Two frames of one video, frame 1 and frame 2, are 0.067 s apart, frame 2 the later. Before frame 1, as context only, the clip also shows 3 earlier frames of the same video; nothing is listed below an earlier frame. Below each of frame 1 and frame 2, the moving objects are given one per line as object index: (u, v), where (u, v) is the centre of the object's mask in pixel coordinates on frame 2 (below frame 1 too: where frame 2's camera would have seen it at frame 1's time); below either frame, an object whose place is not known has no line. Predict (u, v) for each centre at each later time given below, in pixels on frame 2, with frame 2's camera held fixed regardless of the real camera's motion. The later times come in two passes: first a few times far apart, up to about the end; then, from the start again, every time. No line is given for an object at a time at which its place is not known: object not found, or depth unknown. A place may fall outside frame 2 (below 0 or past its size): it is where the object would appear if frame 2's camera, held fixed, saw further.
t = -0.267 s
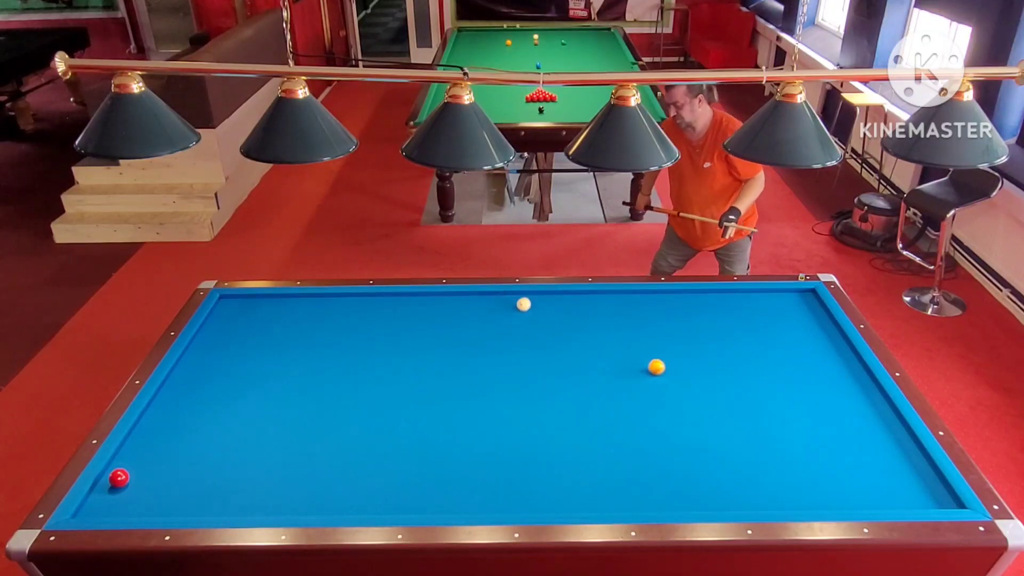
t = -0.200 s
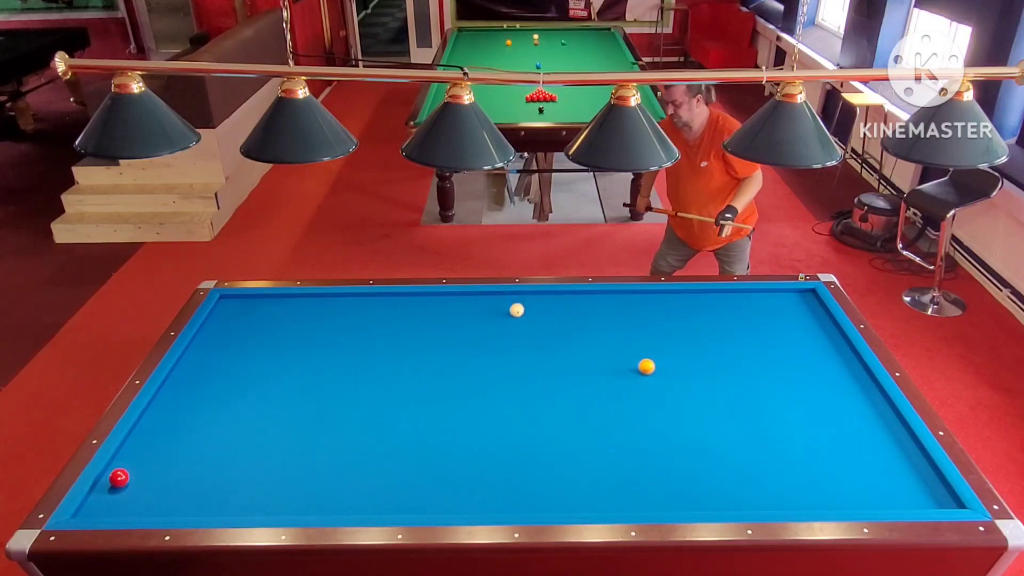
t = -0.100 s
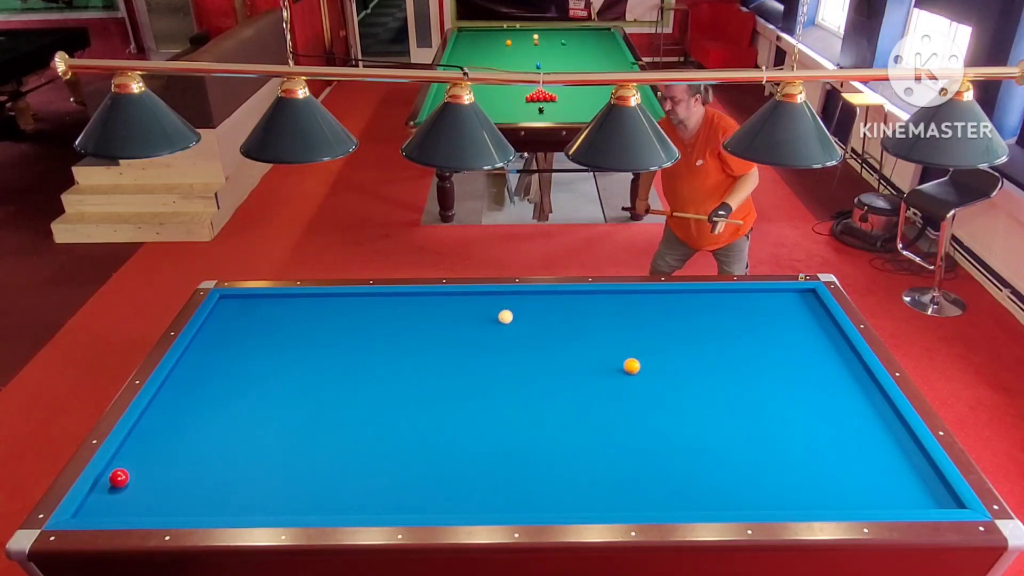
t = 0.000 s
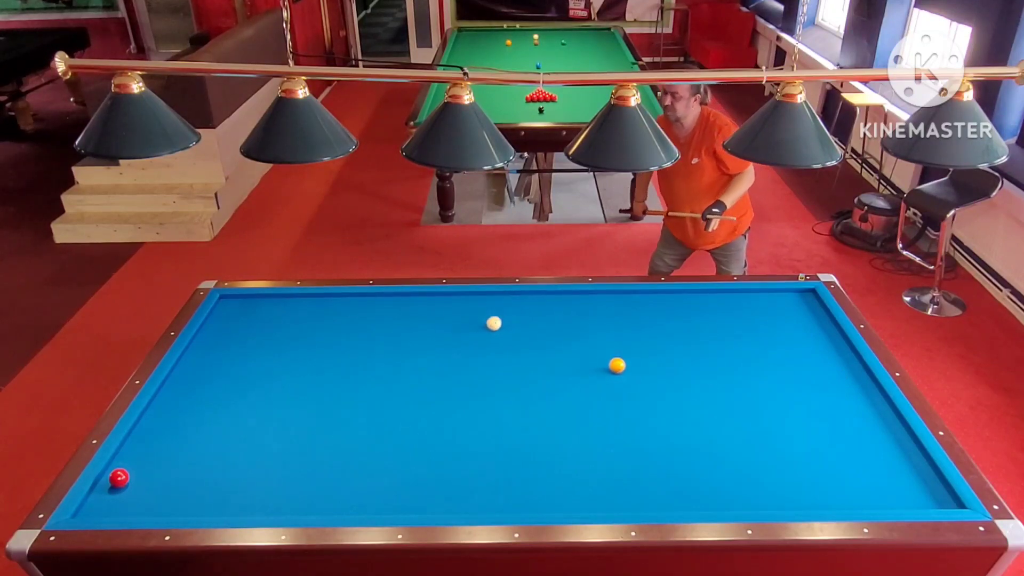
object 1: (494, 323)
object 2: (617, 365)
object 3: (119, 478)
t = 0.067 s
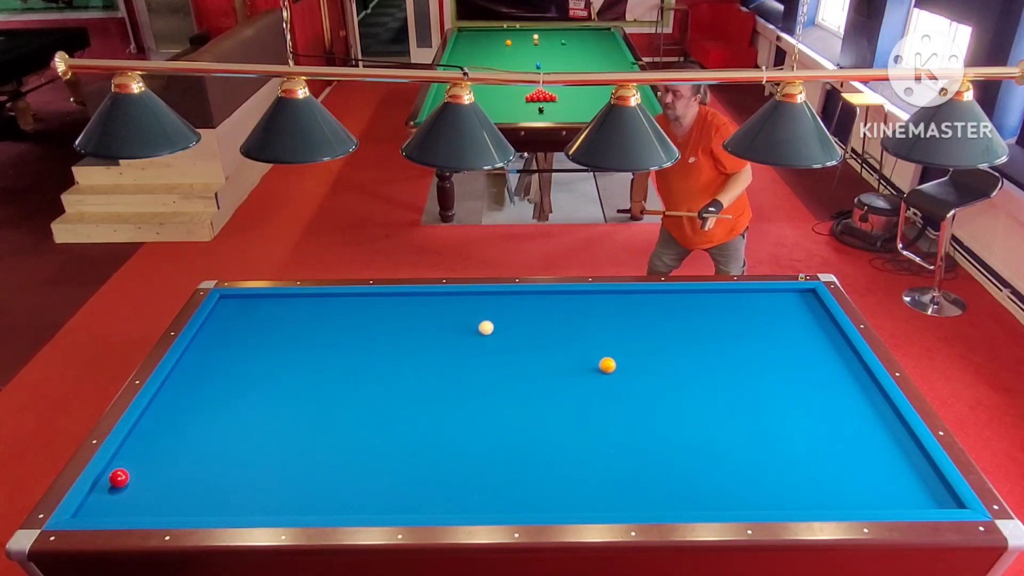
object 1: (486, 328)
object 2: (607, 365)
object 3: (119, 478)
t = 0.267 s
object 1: (461, 341)
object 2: (579, 364)
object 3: (119, 478)
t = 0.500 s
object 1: (432, 358)
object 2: (546, 363)
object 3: (119, 478)
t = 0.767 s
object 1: (396, 378)
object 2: (509, 362)
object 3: (119, 478)
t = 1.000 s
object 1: (364, 396)
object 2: (479, 360)
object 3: (119, 478)
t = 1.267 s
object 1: (324, 418)
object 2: (445, 359)
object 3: (119, 478)
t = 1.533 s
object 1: (282, 442)
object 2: (411, 358)
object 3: (119, 478)
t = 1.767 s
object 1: (243, 464)
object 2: (383, 357)
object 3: (119, 478)
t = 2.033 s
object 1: (196, 490)
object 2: (352, 356)
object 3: (119, 478)
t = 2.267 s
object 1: (154, 511)
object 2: (325, 355)
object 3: (119, 478)
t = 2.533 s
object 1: (134, 497)
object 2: (295, 354)
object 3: (119, 478)
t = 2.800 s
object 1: (120, 488)
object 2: (267, 353)
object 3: (116, 472)
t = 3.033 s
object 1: (112, 487)
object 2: (242, 353)
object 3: (116, 466)
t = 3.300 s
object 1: (103, 486)
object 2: (215, 352)
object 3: (127, 459)
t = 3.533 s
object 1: (102, 485)
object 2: (192, 351)
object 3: (135, 454)
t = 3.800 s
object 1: (108, 482)
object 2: (203, 350)
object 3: (144, 449)
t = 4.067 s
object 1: (114, 478)
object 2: (218, 350)
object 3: (152, 444)
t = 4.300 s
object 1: (117, 477)
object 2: (231, 349)
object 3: (158, 441)
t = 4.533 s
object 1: (120, 475)
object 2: (242, 348)
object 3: (163, 437)
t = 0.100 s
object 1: (482, 330)
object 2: (602, 365)
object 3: (119, 478)
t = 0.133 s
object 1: (478, 332)
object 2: (598, 365)
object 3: (119, 478)
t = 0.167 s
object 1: (474, 334)
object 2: (593, 365)
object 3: (119, 478)
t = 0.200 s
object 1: (470, 337)
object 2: (588, 364)
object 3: (119, 478)
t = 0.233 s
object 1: (466, 339)
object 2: (583, 364)
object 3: (119, 478)
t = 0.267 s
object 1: (461, 341)
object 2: (579, 364)
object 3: (119, 478)
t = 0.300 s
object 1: (457, 344)
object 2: (574, 364)
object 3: (119, 478)
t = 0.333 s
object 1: (453, 346)
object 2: (569, 364)
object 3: (119, 478)
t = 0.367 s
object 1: (449, 348)
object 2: (564, 364)
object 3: (119, 478)
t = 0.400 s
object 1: (445, 351)
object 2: (560, 363)
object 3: (119, 478)
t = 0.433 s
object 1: (441, 353)
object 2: (555, 363)
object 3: (119, 478)
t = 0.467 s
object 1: (436, 355)
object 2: (551, 363)
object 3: (119, 478)
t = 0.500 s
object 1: (432, 358)
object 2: (546, 363)
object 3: (119, 478)
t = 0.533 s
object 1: (428, 360)
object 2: (541, 363)
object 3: (119, 478)
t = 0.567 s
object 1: (423, 363)
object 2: (537, 363)
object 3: (119, 478)
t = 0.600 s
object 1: (419, 365)
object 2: (532, 362)
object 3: (119, 478)
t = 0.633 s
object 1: (414, 368)
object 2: (528, 362)
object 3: (119, 478)
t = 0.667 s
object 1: (410, 370)
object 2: (523, 362)
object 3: (119, 478)
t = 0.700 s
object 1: (405, 373)
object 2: (519, 362)
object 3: (119, 478)
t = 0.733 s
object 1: (401, 376)
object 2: (514, 362)
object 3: (119, 478)
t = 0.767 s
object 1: (396, 378)
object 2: (509, 362)
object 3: (119, 478)
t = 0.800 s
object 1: (392, 380)
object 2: (505, 361)
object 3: (119, 478)
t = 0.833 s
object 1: (387, 383)
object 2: (501, 361)
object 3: (119, 478)
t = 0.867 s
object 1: (382, 386)
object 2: (496, 361)
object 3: (119, 478)
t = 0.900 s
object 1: (378, 388)
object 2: (492, 361)
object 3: (119, 478)
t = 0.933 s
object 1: (373, 391)
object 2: (487, 361)
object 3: (119, 478)
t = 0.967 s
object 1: (369, 394)
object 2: (483, 361)
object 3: (119, 478)
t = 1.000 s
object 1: (364, 396)
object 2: (479, 360)
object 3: (119, 478)
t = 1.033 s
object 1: (359, 399)
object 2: (474, 360)
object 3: (119, 478)
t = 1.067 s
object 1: (354, 402)
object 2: (470, 360)
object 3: (119, 478)
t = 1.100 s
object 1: (349, 404)
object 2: (466, 360)
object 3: (119, 478)
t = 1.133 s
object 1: (344, 407)
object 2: (461, 360)
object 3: (119, 478)
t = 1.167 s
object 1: (339, 410)
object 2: (457, 360)
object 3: (119, 478)
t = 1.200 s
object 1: (334, 413)
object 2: (453, 359)
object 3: (119, 478)
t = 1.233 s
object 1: (329, 416)
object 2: (449, 359)
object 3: (119, 478)
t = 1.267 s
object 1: (324, 418)
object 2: (445, 359)
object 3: (119, 478)
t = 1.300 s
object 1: (319, 421)
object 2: (440, 359)
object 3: (119, 478)
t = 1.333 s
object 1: (314, 424)
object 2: (436, 359)
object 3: (119, 478)
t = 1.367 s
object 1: (309, 427)
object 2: (432, 359)
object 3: (119, 478)
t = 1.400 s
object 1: (304, 430)
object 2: (428, 359)
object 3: (119, 478)
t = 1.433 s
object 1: (298, 433)
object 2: (423, 359)
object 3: (119, 478)
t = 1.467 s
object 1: (293, 436)
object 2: (419, 358)
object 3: (119, 478)
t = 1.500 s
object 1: (288, 439)
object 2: (415, 358)
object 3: (119, 478)
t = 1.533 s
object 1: (282, 442)
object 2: (411, 358)
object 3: (119, 478)
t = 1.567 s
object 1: (277, 445)
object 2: (407, 358)
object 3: (119, 478)
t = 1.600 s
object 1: (271, 448)
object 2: (403, 358)
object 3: (119, 478)
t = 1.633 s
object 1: (266, 451)
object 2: (399, 358)
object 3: (119, 478)
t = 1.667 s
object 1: (260, 455)
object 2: (395, 358)
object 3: (119, 478)
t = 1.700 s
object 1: (255, 458)
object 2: (391, 358)
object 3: (119, 478)
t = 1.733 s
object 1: (249, 461)
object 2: (387, 357)
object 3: (119, 478)
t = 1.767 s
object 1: (243, 464)
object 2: (383, 357)
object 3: (119, 478)
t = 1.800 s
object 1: (238, 467)
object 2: (379, 357)
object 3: (119, 478)
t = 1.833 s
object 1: (232, 470)
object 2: (375, 357)
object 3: (119, 478)
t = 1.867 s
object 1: (226, 473)
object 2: (371, 357)
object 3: (119, 478)
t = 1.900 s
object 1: (220, 477)
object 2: (367, 357)
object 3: (119, 478)
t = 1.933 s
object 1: (214, 480)
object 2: (363, 357)
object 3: (119, 478)
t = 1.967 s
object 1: (208, 483)
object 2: (359, 356)
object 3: (119, 478)
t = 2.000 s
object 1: (202, 487)
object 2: (356, 356)
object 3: (119, 478)
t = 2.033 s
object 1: (196, 490)
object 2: (352, 356)
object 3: (119, 478)
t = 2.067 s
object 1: (190, 494)
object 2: (348, 356)
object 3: (119, 478)
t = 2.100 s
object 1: (184, 497)
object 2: (344, 356)
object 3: (119, 478)
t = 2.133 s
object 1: (178, 500)
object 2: (340, 356)
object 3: (119, 478)
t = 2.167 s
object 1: (172, 504)
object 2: (337, 356)
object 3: (119, 478)
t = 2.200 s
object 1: (165, 507)
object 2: (333, 356)
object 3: (119, 478)
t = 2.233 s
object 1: (159, 509)
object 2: (329, 355)
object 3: (119, 478)
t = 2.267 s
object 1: (154, 511)
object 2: (325, 355)
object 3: (119, 478)
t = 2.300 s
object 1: (152, 509)
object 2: (321, 355)
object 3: (119, 478)
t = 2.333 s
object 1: (149, 508)
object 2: (318, 355)
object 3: (119, 478)
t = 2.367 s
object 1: (146, 506)
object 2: (314, 355)
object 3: (119, 478)
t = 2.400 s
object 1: (144, 504)
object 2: (310, 355)
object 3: (119, 478)
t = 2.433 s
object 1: (141, 502)
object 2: (306, 355)
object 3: (119, 478)
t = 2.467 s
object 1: (139, 501)
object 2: (303, 355)
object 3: (119, 478)
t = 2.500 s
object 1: (137, 499)
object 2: (299, 355)
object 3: (119, 478)
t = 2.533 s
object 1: (134, 497)
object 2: (295, 354)
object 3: (119, 478)
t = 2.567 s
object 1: (132, 495)
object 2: (292, 354)
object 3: (119, 478)
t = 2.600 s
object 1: (130, 494)
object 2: (288, 354)
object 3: (119, 478)
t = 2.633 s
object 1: (127, 492)
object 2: (285, 354)
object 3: (118, 477)
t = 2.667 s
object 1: (125, 490)
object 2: (281, 354)
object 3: (118, 476)
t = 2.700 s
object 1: (123, 488)
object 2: (278, 354)
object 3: (118, 475)
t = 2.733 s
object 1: (122, 489)
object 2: (274, 354)
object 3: (117, 474)
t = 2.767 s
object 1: (121, 489)
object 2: (270, 354)
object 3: (116, 473)
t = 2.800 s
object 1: (120, 488)
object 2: (267, 353)
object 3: (116, 472)
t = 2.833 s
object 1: (118, 488)
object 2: (263, 353)
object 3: (114, 471)
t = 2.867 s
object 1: (117, 488)
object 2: (260, 353)
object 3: (114, 470)
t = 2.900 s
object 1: (116, 488)
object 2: (256, 353)
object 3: (113, 470)
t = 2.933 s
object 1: (115, 488)
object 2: (253, 353)
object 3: (112, 469)
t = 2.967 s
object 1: (114, 488)
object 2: (249, 353)
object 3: (113, 468)
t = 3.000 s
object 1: (113, 487)
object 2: (246, 353)
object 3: (114, 467)
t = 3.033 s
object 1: (112, 487)
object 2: (242, 353)
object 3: (116, 466)
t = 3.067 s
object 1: (111, 487)
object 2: (239, 353)
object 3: (117, 465)
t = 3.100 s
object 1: (109, 487)
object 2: (236, 352)
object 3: (119, 464)
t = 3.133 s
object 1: (108, 487)
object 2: (232, 352)
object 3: (120, 463)
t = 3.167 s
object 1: (108, 487)
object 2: (229, 352)
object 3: (121, 462)
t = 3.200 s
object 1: (107, 486)
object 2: (225, 352)
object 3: (123, 462)
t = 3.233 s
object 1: (106, 486)
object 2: (222, 352)
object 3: (124, 461)
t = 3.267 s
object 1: (105, 486)
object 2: (219, 352)
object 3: (125, 460)
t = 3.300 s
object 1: (103, 486)
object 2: (215, 352)
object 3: (127, 459)
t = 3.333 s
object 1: (102, 486)
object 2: (212, 352)
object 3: (128, 458)
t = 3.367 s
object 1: (101, 486)
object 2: (209, 352)
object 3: (129, 458)
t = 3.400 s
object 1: (101, 486)
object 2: (205, 351)
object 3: (130, 457)
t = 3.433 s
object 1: (100, 486)
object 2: (202, 351)
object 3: (132, 456)
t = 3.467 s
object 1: (101, 485)
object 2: (199, 351)
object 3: (133, 456)
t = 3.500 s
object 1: (101, 485)
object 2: (196, 351)
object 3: (134, 455)
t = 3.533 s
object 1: (102, 485)
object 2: (192, 351)
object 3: (135, 454)
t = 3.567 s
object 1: (103, 484)
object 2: (189, 351)
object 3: (136, 453)
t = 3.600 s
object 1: (104, 484)
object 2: (191, 351)
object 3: (137, 453)
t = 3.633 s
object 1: (105, 483)
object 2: (193, 351)
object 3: (138, 452)
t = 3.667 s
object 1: (105, 483)
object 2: (195, 351)
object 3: (140, 451)
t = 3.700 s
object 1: (106, 483)
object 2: (197, 351)
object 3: (141, 451)
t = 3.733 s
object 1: (107, 482)
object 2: (199, 350)
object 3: (142, 450)
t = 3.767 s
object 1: (108, 482)
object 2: (201, 350)
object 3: (143, 449)
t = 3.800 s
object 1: (108, 482)
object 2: (203, 350)
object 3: (144, 449)
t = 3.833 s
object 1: (109, 481)
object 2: (205, 350)
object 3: (145, 448)
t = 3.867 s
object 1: (110, 480)
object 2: (207, 350)
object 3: (146, 448)
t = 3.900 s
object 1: (111, 480)
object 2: (209, 350)
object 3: (147, 447)
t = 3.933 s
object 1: (111, 480)
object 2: (211, 350)
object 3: (148, 447)
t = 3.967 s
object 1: (112, 480)
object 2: (213, 350)
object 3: (149, 446)
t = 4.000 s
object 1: (112, 479)
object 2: (214, 350)
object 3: (150, 445)
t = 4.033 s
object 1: (113, 479)
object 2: (216, 350)
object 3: (151, 445)
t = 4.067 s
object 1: (114, 478)
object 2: (218, 350)
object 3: (152, 444)
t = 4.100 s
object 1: (114, 478)
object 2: (220, 350)
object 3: (153, 444)
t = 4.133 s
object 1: (115, 478)
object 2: (222, 349)
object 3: (154, 443)
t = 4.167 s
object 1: (115, 478)
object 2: (224, 349)
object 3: (154, 443)
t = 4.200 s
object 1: (116, 477)
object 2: (225, 349)
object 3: (155, 442)
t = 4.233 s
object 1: (116, 477)
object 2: (227, 349)
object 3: (156, 442)
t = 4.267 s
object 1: (117, 477)
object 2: (229, 349)
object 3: (157, 441)
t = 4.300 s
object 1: (117, 477)
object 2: (231, 349)
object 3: (158, 441)
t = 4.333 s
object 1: (118, 476)
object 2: (232, 349)
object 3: (158, 440)
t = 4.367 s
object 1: (118, 476)
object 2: (234, 349)
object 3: (159, 440)
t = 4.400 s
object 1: (119, 476)
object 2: (236, 349)
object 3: (160, 439)
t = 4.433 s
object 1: (119, 476)
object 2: (237, 349)
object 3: (161, 439)
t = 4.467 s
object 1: (119, 476)
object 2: (239, 349)
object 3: (161, 438)
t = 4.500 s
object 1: (120, 475)
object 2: (241, 348)
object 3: (162, 438)
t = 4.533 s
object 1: (120, 475)
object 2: (242, 348)
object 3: (163, 437)
